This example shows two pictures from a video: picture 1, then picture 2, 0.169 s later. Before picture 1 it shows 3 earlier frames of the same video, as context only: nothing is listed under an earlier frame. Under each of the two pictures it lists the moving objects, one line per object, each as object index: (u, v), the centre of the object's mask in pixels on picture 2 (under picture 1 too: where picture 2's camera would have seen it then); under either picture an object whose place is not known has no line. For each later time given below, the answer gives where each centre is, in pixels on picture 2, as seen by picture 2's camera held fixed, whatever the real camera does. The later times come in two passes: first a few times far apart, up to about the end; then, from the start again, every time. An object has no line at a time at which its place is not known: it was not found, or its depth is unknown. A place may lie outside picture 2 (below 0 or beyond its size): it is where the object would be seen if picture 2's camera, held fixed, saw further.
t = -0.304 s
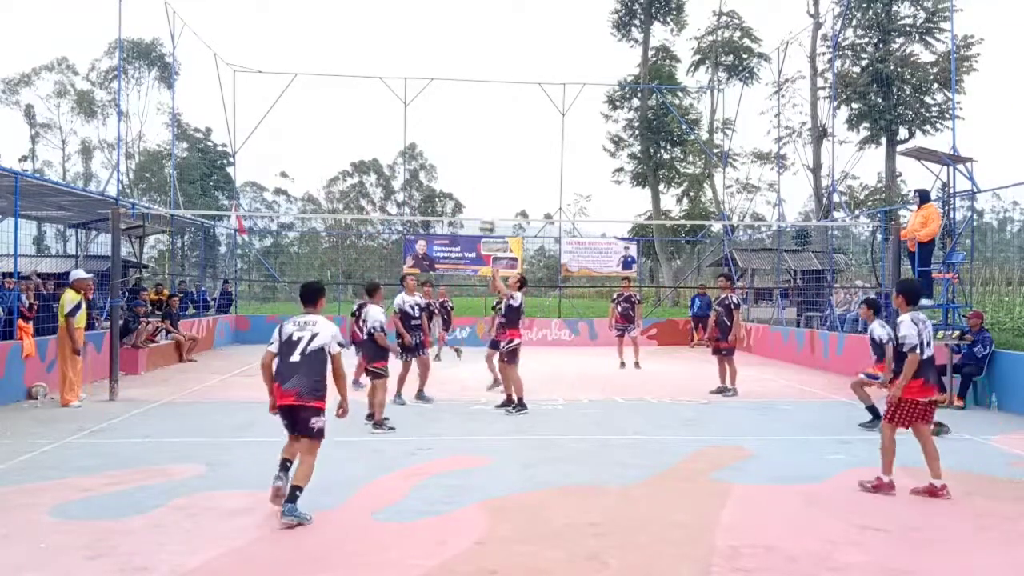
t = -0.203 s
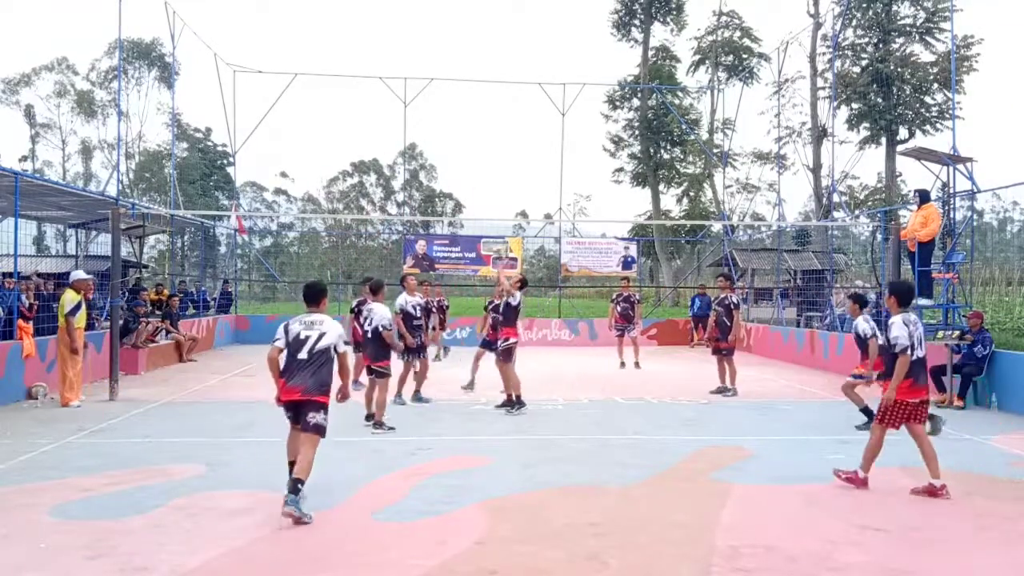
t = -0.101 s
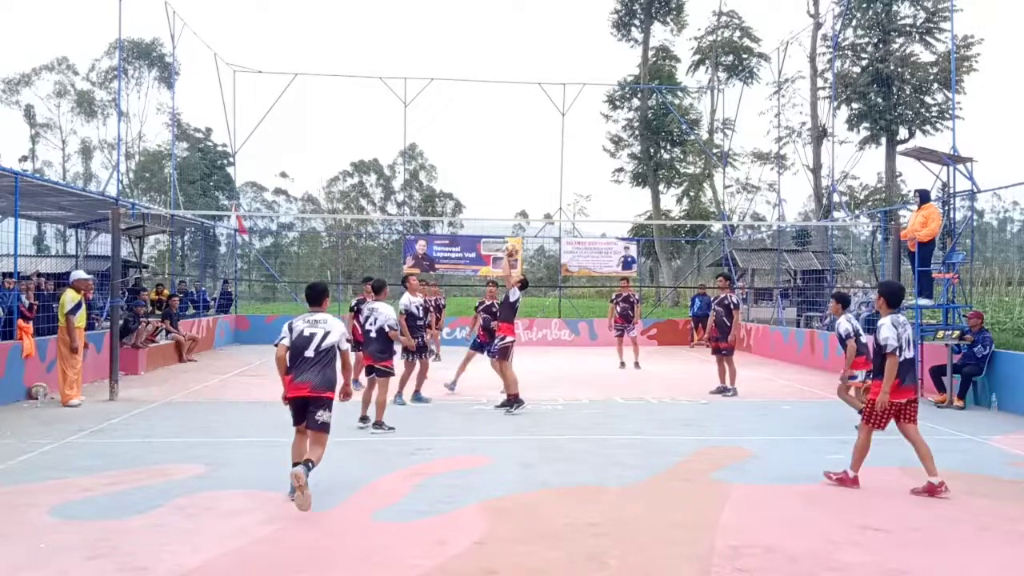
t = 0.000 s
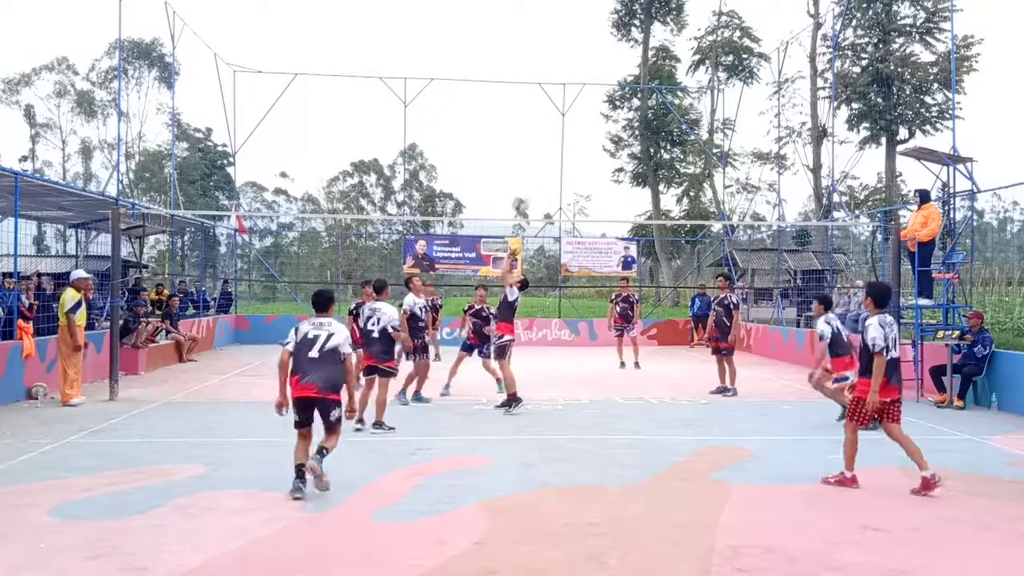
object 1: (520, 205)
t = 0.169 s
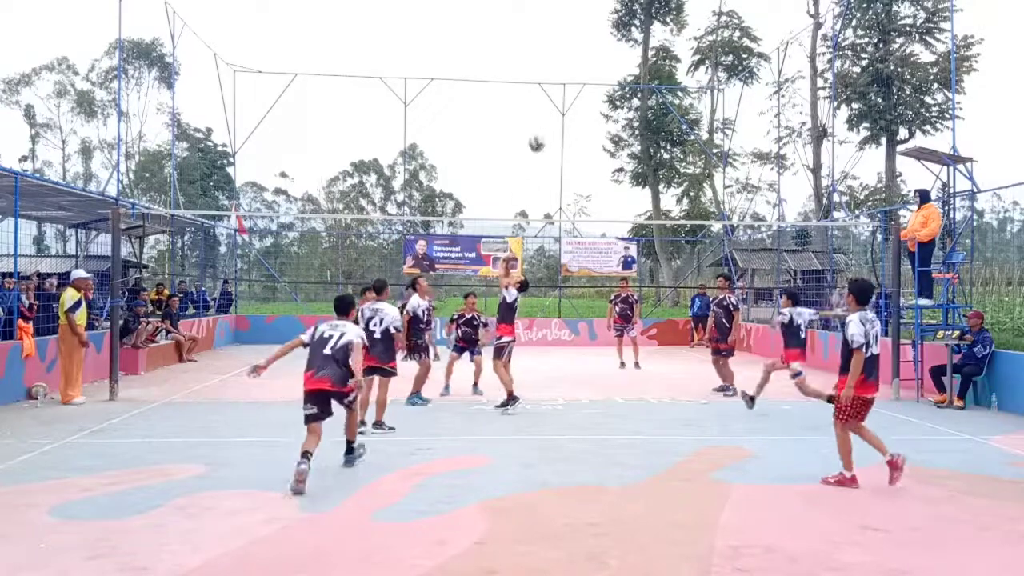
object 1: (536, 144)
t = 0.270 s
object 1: (546, 119)
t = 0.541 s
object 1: (570, 93)
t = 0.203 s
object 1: (539, 135)
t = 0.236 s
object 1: (542, 126)
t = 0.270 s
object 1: (546, 119)
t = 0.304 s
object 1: (548, 112)
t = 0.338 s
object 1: (552, 107)
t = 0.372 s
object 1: (555, 102)
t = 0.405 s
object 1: (558, 99)
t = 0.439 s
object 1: (560, 96)
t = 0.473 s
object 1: (564, 95)
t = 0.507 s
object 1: (567, 95)
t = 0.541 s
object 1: (570, 93)
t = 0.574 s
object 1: (573, 95)
